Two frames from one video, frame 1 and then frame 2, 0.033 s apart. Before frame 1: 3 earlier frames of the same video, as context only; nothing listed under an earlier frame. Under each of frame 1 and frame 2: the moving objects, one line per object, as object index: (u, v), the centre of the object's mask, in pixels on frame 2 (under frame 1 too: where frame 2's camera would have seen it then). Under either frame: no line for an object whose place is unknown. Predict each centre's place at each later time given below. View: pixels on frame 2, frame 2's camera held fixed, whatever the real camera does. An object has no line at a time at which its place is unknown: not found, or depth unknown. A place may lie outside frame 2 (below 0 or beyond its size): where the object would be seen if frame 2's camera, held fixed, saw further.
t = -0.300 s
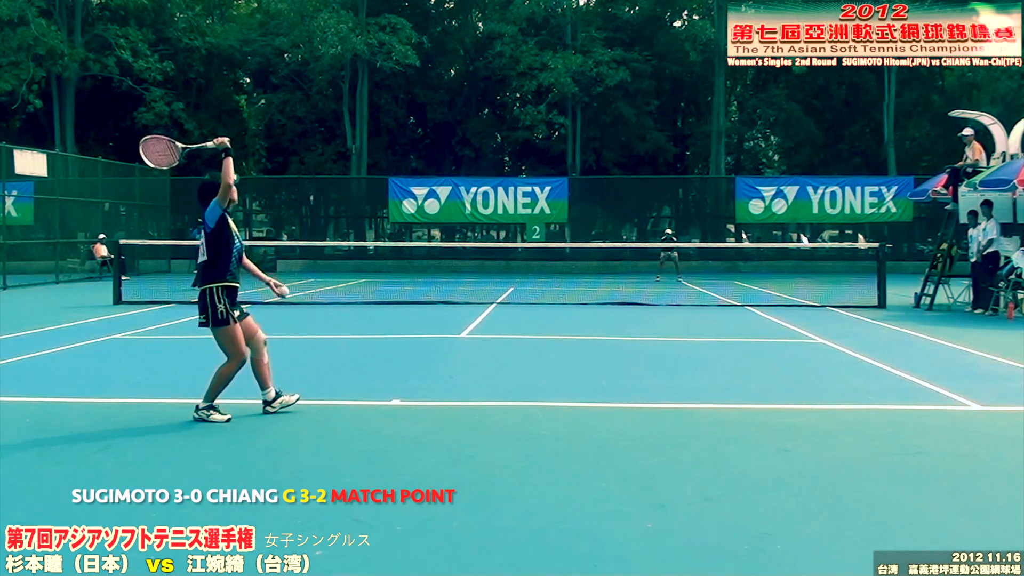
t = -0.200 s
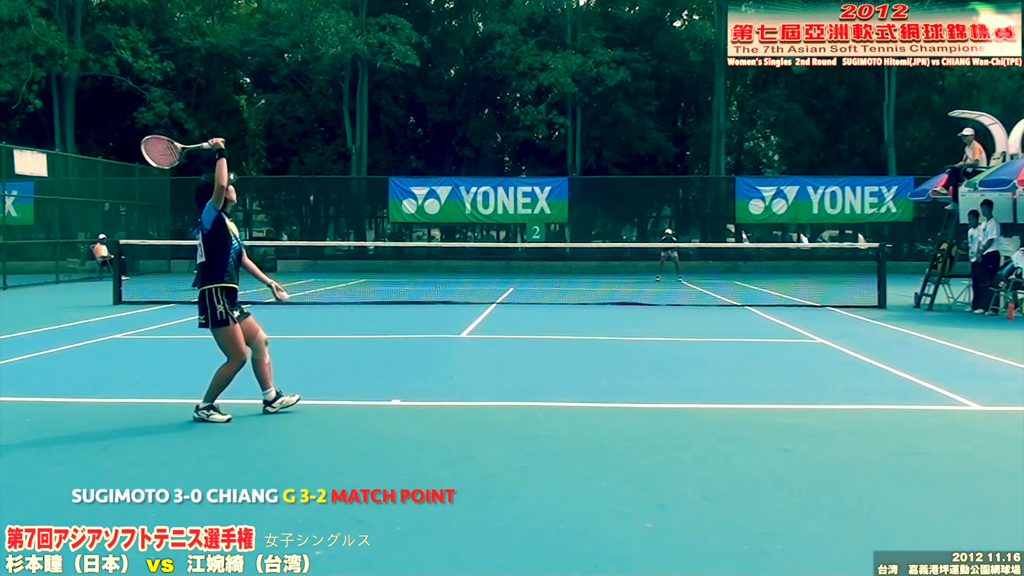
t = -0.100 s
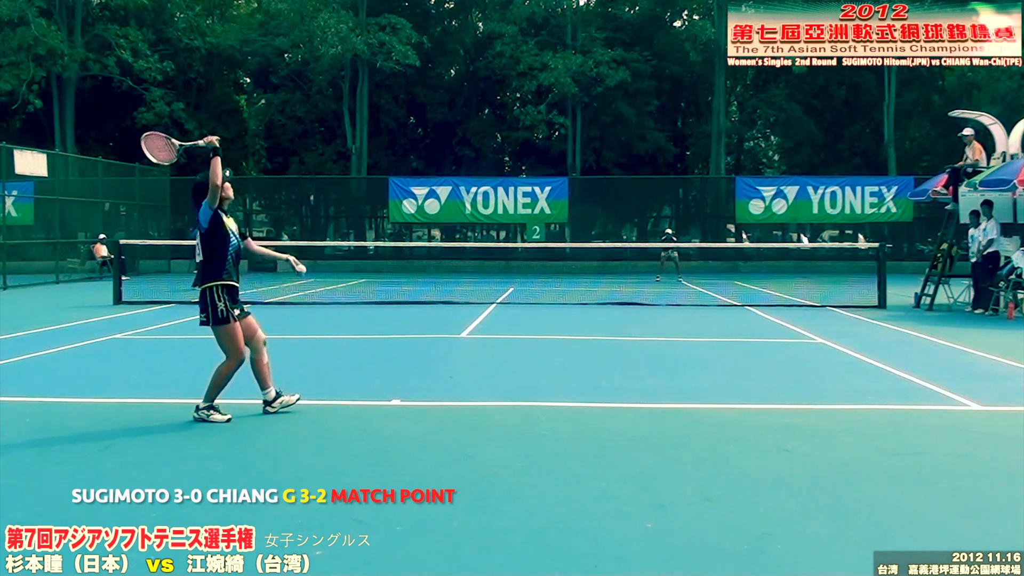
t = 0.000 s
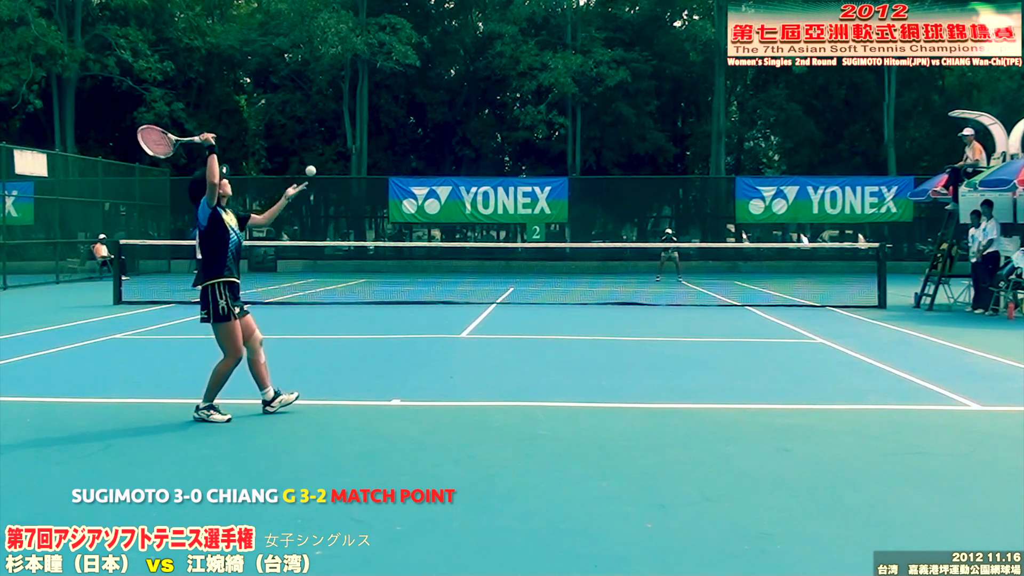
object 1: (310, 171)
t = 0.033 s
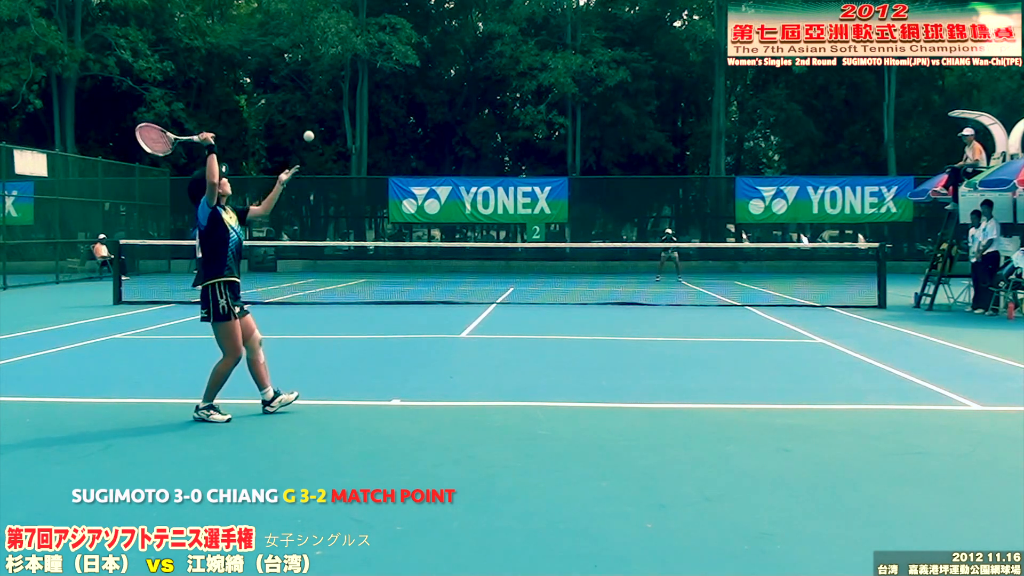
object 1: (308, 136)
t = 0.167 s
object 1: (302, 16)
